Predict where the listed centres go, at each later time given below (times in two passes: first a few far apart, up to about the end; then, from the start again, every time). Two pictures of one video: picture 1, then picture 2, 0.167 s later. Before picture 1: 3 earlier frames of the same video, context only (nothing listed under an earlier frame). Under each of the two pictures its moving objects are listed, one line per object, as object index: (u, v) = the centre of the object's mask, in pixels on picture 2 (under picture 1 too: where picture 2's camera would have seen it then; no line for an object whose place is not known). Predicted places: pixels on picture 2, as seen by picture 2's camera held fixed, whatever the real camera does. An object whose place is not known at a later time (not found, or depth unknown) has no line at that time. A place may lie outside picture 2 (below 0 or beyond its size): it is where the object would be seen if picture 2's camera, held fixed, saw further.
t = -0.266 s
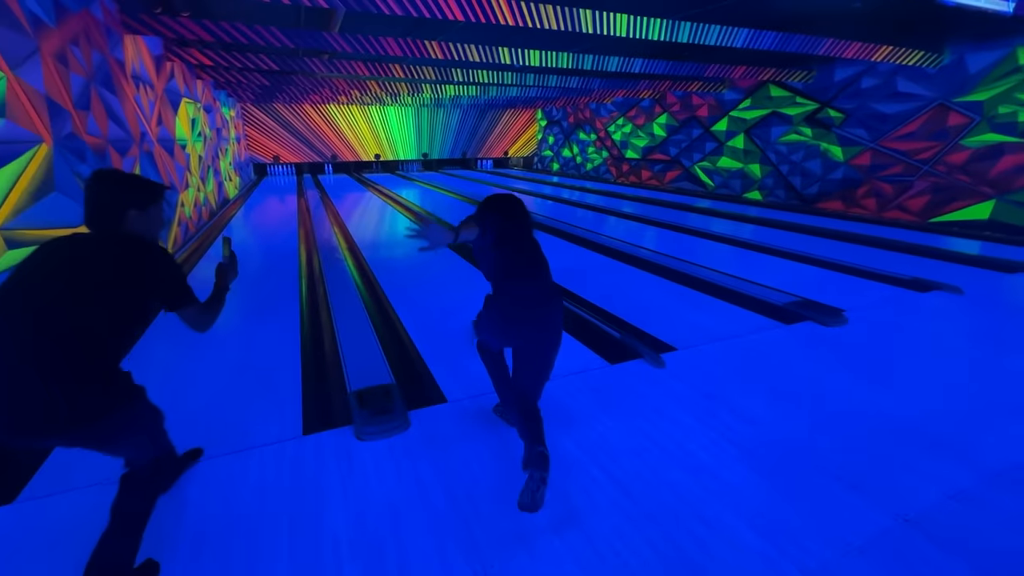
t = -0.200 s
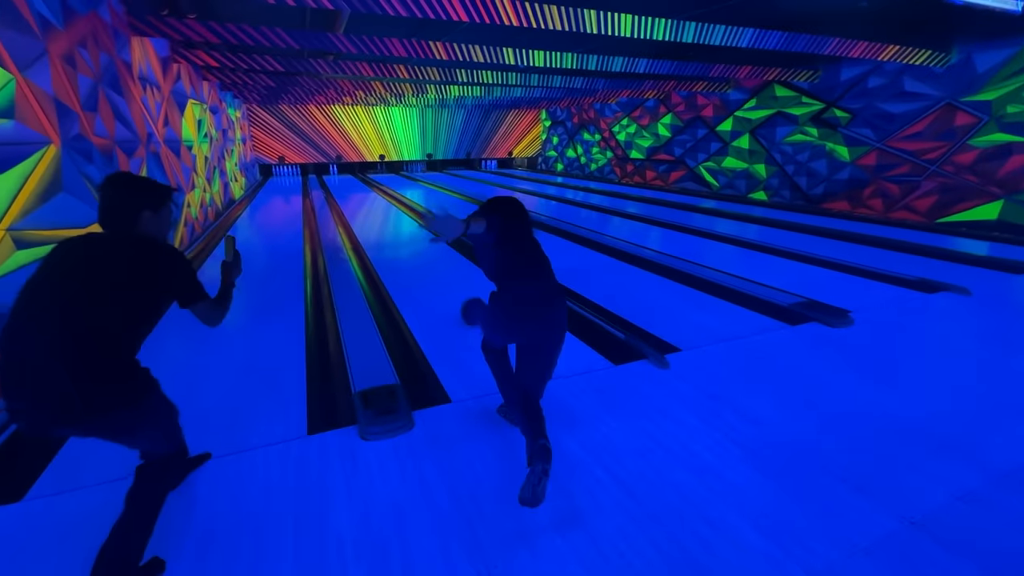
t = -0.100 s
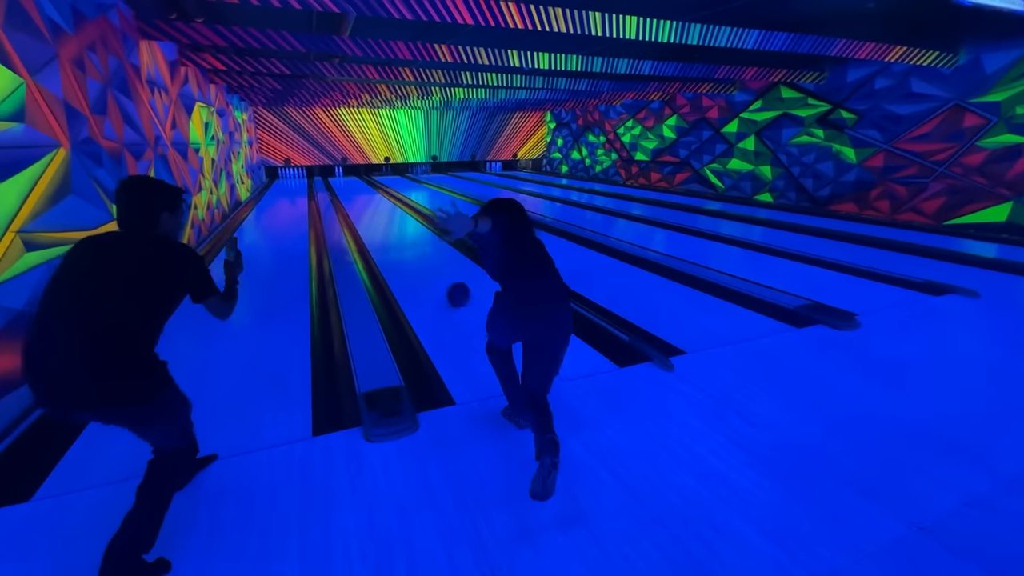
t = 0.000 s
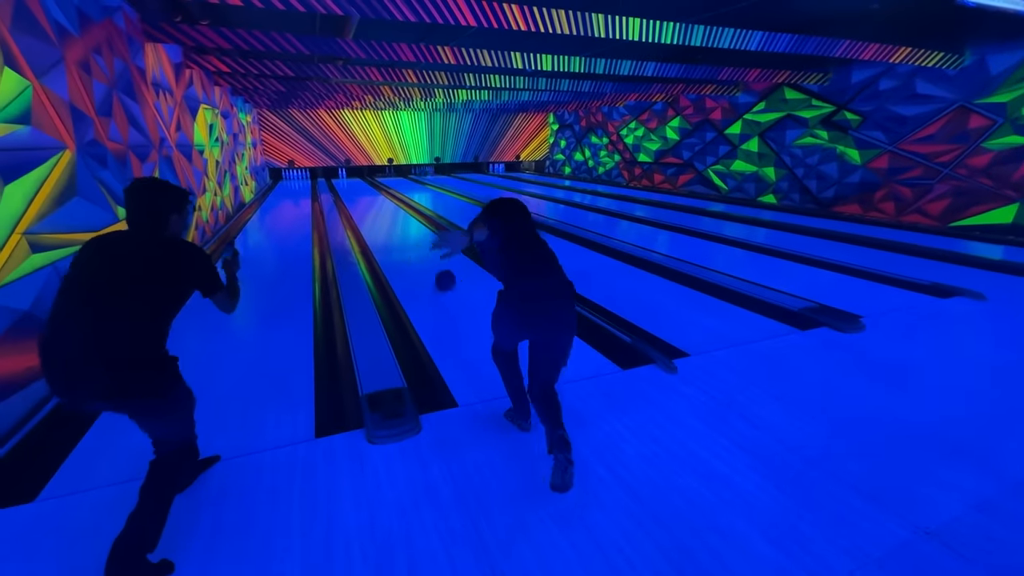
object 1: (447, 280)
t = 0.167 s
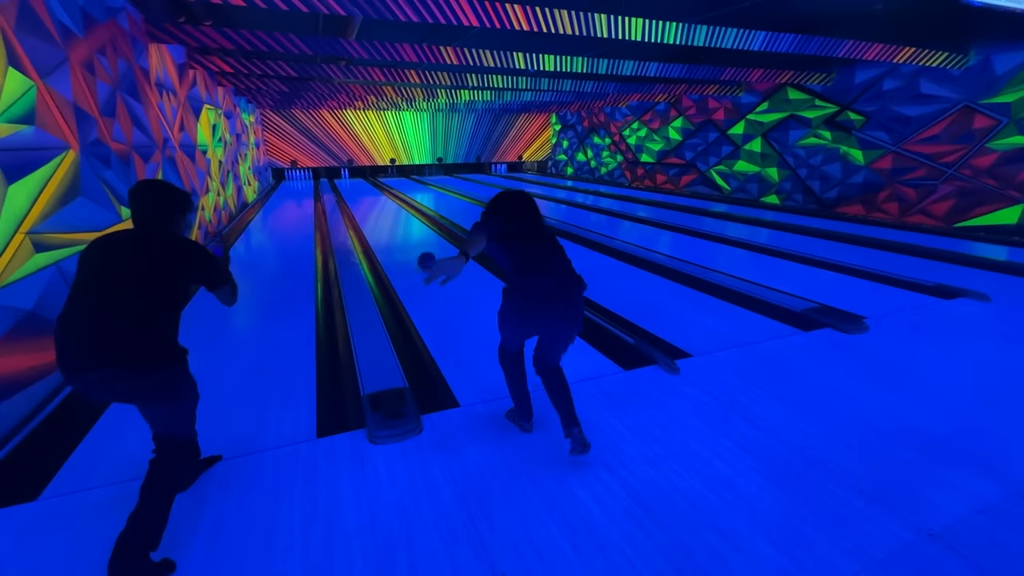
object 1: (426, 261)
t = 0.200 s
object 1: (423, 257)
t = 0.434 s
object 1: (404, 240)
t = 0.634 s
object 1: (392, 228)
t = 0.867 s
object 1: (382, 218)
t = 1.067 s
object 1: (375, 211)
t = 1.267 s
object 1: (369, 205)
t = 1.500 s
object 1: (364, 200)
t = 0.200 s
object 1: (423, 257)
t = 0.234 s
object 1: (420, 255)
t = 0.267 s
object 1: (417, 252)
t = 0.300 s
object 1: (414, 249)
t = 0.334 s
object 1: (411, 247)
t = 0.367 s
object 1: (409, 244)
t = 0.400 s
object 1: (406, 242)
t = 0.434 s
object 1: (404, 240)
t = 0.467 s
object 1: (402, 238)
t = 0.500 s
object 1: (400, 235)
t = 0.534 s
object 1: (398, 233)
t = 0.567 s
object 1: (396, 232)
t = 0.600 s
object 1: (394, 230)
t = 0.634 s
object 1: (392, 228)
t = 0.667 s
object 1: (391, 226)
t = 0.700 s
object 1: (389, 225)
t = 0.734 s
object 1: (388, 223)
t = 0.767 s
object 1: (386, 222)
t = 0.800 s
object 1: (385, 220)
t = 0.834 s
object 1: (383, 219)
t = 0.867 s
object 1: (382, 218)
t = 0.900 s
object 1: (381, 216)
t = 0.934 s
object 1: (379, 215)
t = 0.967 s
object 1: (378, 214)
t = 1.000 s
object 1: (377, 213)
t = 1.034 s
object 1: (376, 212)
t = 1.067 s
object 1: (375, 211)
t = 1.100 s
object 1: (374, 210)
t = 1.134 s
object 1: (373, 209)
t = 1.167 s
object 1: (372, 208)
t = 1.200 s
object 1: (371, 207)
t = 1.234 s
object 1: (370, 206)
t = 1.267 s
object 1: (369, 205)
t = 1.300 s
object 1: (369, 204)
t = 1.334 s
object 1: (368, 203)
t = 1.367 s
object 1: (367, 203)
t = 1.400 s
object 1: (366, 202)
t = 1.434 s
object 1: (366, 201)
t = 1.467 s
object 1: (365, 200)
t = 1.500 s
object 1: (364, 200)
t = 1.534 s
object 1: (363, 199)
